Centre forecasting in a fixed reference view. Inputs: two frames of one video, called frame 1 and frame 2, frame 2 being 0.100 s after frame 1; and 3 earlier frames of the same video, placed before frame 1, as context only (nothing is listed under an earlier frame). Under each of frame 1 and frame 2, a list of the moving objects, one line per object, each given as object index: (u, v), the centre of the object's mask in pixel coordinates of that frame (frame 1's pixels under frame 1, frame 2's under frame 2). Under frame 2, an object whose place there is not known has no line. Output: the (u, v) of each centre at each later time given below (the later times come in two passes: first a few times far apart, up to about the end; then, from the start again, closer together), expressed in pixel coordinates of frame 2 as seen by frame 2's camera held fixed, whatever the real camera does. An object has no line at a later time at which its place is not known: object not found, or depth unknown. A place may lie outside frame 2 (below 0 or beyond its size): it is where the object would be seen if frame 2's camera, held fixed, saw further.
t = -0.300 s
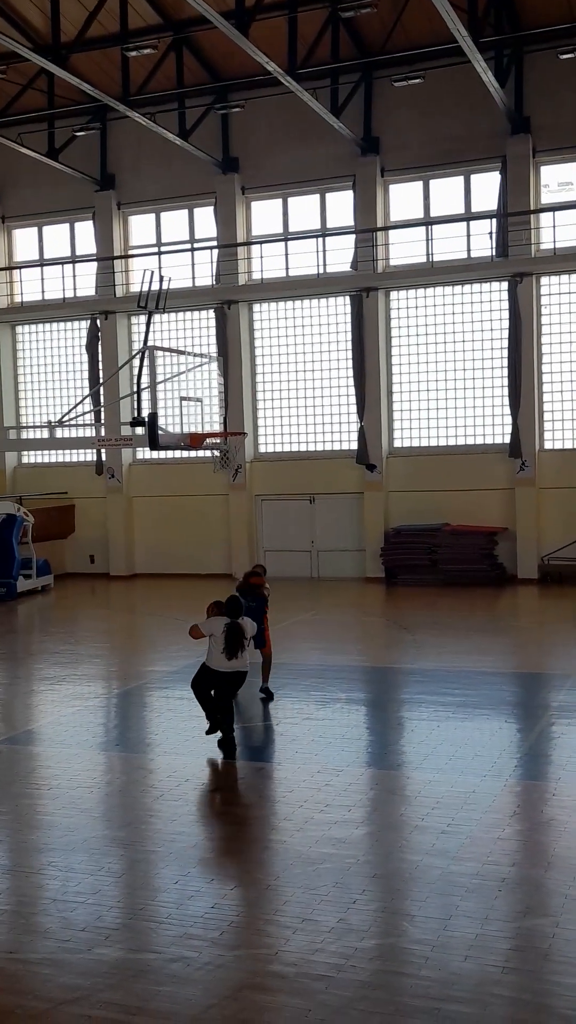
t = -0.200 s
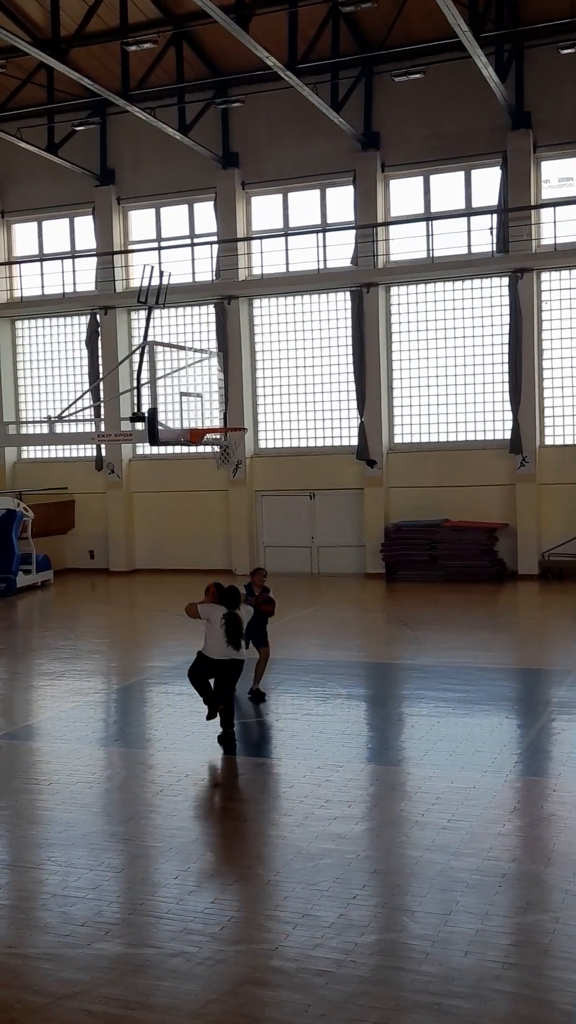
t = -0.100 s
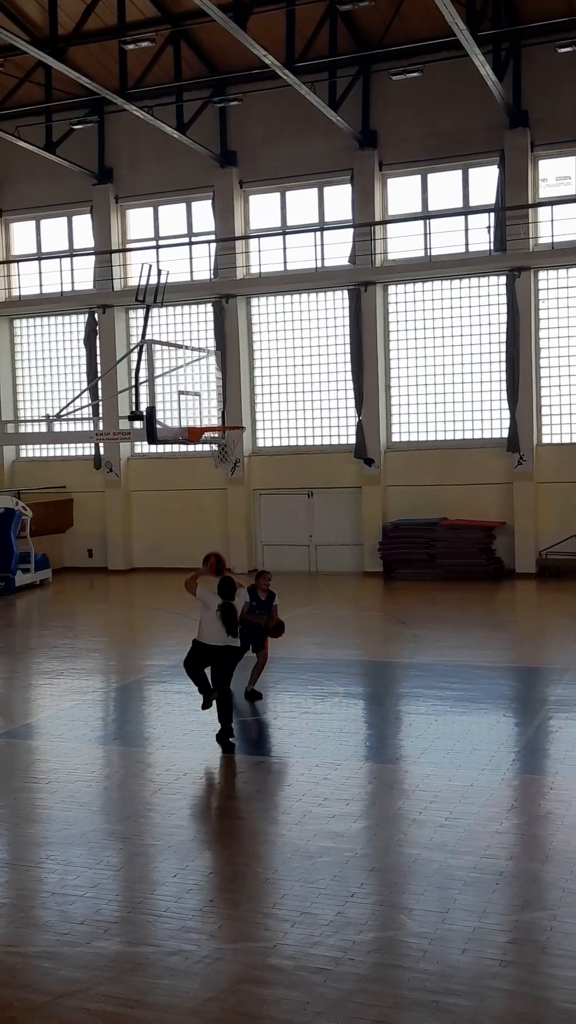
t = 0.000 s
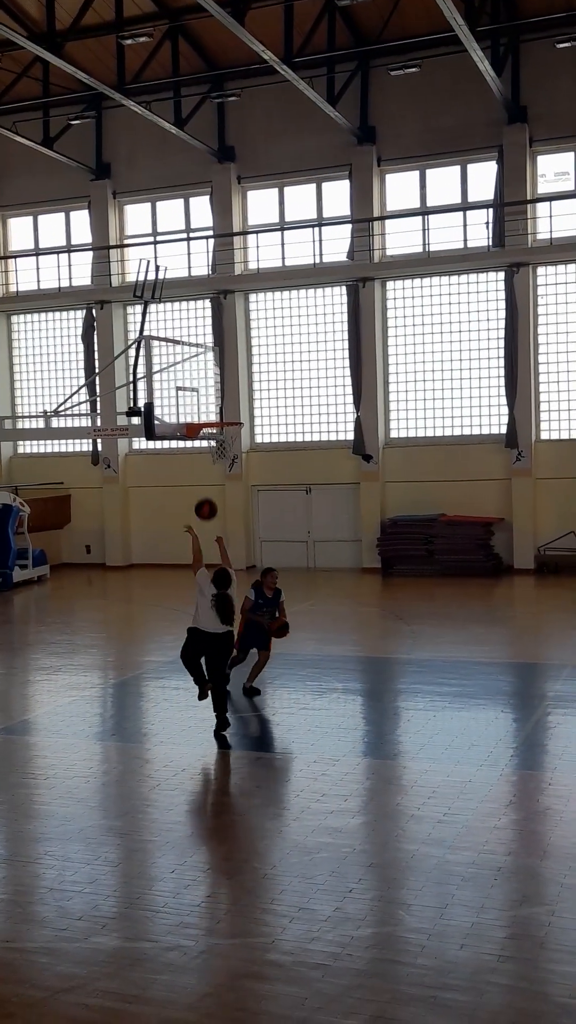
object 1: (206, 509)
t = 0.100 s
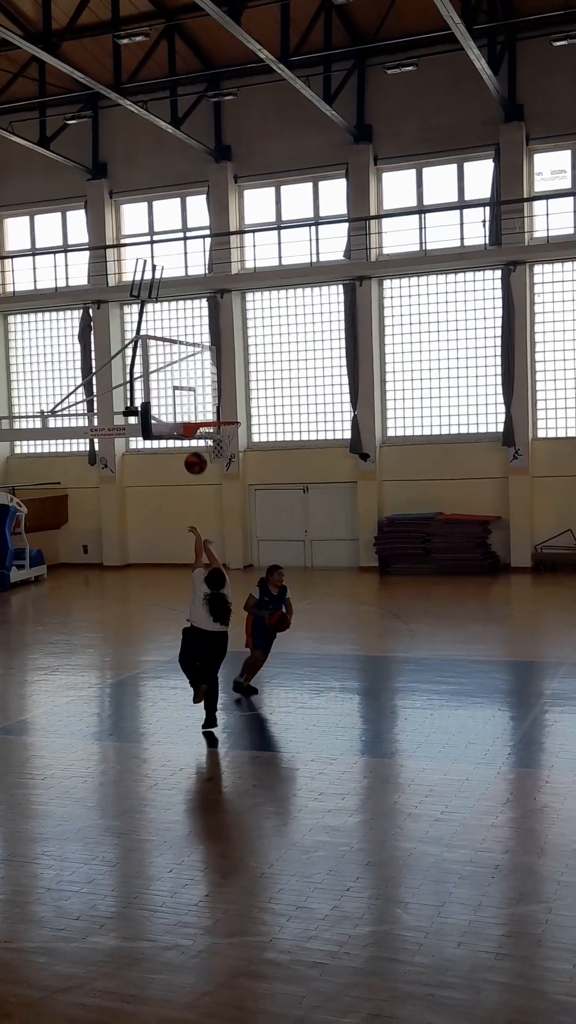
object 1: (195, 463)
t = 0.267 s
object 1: (184, 413)
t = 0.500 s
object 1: (177, 390)
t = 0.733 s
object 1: (207, 405)
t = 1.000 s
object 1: (223, 397)
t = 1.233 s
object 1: (246, 411)
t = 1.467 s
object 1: (274, 446)
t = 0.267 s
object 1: (184, 413)
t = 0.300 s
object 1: (183, 406)
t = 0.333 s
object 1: (181, 401)
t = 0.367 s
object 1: (179, 397)
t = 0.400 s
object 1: (178, 394)
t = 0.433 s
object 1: (176, 391)
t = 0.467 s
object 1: (174, 389)
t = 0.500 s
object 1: (177, 390)
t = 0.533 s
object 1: (181, 392)
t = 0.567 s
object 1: (187, 394)
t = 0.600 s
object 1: (191, 397)
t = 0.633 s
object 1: (196, 402)
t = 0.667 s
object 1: (202, 406)
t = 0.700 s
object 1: (205, 410)
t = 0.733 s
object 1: (207, 405)
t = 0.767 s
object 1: (209, 401)
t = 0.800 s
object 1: (211, 398)
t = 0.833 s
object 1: (212, 395)
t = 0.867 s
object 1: (215, 392)
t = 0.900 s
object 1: (217, 392)
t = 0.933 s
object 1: (219, 393)
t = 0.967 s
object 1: (221, 394)
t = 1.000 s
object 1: (223, 397)
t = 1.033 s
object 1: (225, 400)
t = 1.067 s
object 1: (228, 404)
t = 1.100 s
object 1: (230, 409)
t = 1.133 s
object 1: (234, 412)
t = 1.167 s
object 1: (237, 411)
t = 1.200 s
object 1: (241, 411)
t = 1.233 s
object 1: (246, 411)
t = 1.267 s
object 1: (249, 413)
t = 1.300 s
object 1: (253, 416)
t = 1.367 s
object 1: (262, 425)
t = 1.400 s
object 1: (266, 431)
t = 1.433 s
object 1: (270, 438)
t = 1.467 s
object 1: (274, 446)
